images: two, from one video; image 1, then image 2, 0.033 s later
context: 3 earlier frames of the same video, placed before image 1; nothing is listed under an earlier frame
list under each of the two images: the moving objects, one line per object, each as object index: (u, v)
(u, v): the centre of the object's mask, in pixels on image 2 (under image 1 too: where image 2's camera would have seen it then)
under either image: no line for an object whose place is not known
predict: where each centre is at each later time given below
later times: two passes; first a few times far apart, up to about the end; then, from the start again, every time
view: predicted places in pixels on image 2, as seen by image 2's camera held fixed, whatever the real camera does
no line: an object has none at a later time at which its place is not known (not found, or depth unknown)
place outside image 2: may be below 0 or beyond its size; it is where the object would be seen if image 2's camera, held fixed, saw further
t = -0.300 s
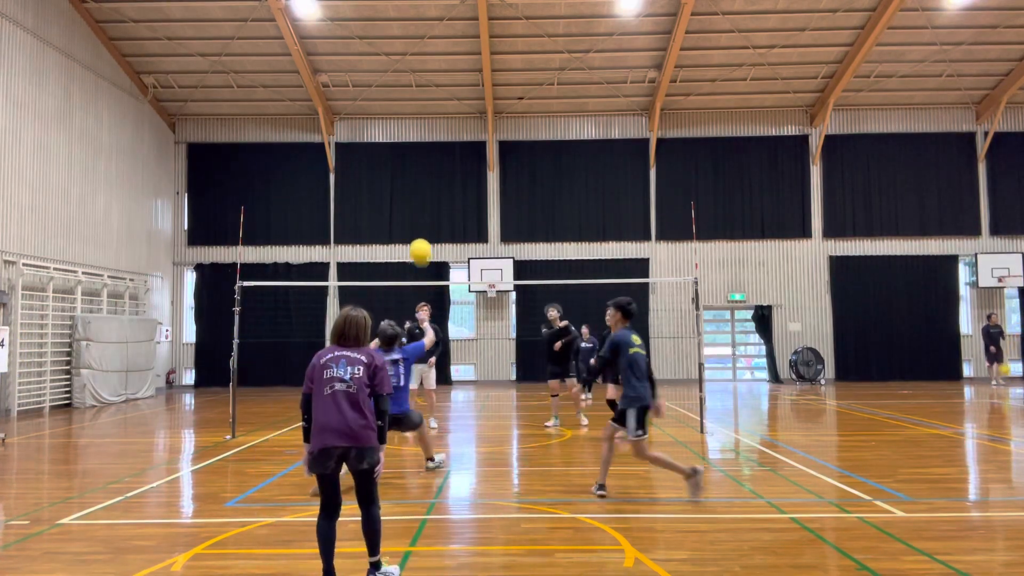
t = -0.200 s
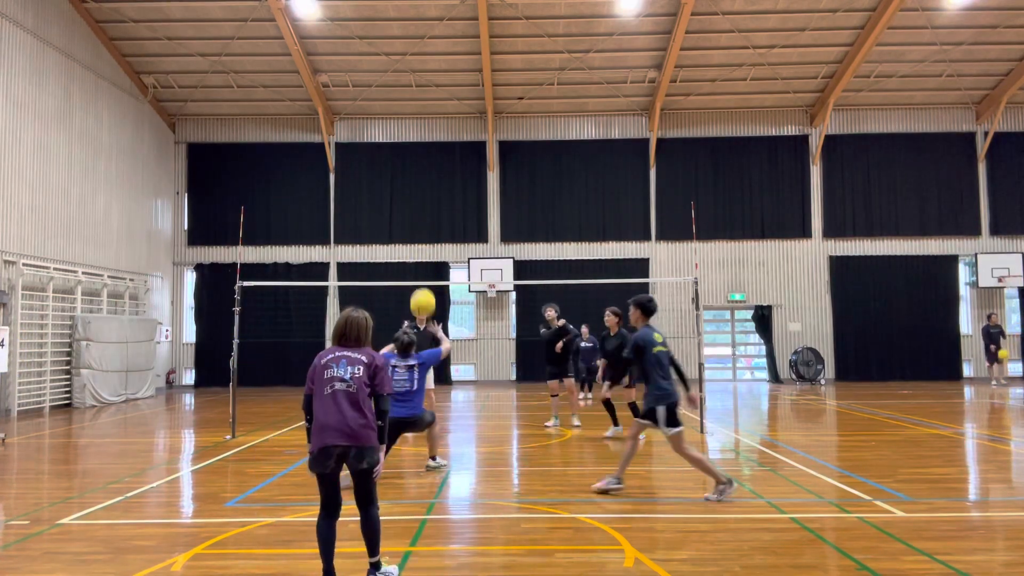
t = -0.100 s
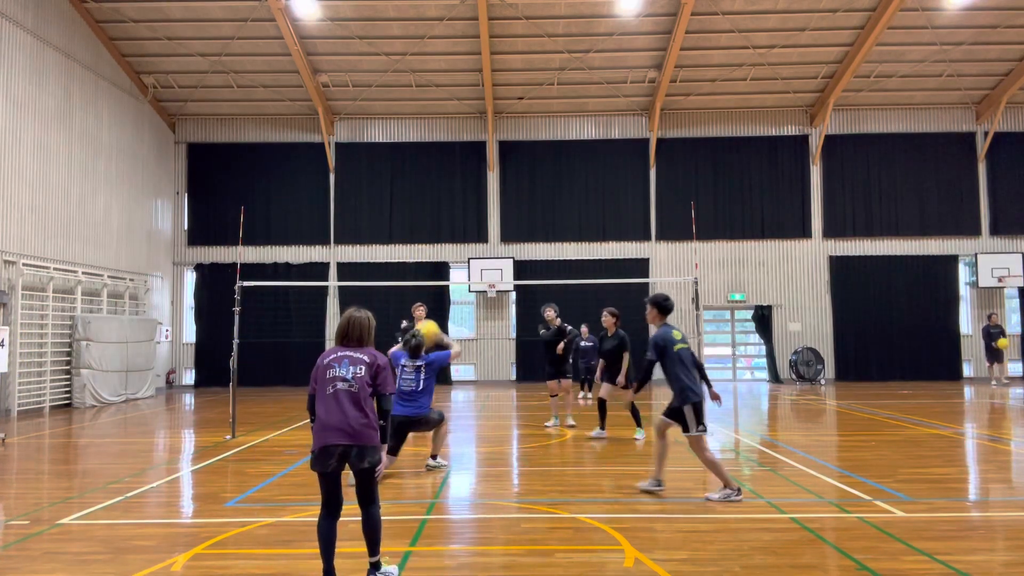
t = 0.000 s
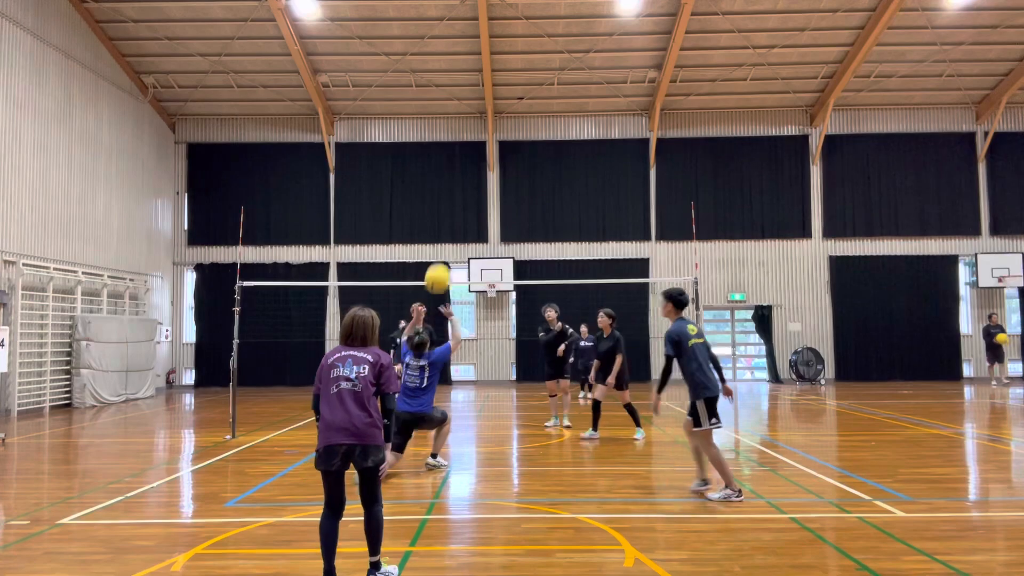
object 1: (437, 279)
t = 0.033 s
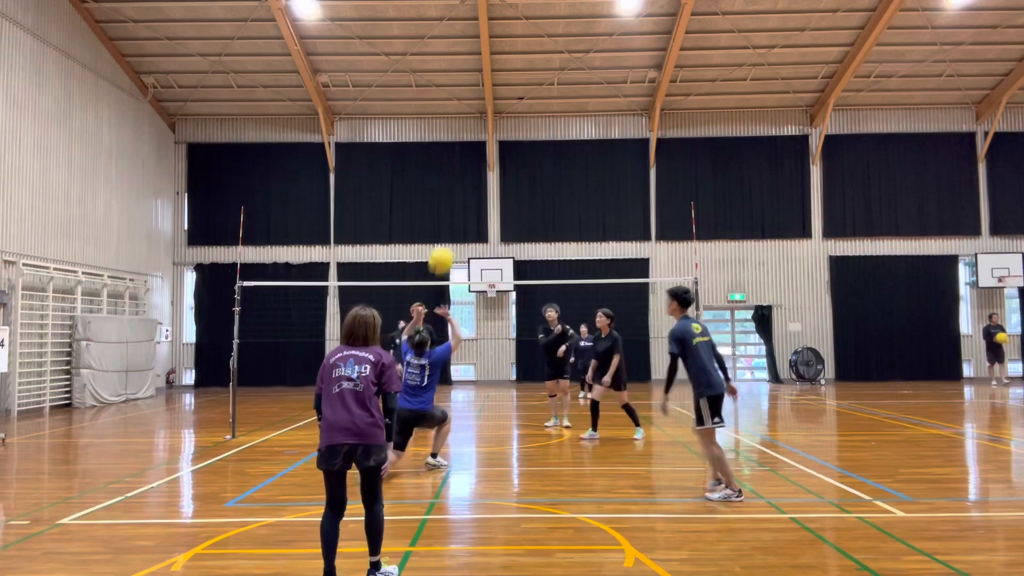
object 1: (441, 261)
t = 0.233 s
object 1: (461, 178)
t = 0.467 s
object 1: (483, 137)
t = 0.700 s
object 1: (502, 145)
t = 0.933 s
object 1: (520, 195)
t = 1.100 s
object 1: (530, 252)
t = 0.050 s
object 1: (443, 251)
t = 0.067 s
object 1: (445, 242)
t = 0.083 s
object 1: (447, 234)
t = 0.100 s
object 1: (448, 228)
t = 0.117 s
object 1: (450, 220)
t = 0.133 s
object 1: (452, 214)
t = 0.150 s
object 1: (453, 207)
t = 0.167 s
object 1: (455, 201)
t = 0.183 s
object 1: (457, 194)
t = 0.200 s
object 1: (458, 189)
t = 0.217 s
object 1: (460, 183)
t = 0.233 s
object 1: (461, 178)
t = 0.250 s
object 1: (463, 174)
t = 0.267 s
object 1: (464, 169)
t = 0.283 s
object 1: (466, 165)
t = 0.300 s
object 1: (468, 161)
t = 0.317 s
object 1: (469, 157)
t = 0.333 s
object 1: (471, 154)
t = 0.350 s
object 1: (472, 151)
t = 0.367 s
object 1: (474, 149)
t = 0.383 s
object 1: (475, 146)
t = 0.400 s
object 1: (477, 144)
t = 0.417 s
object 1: (478, 142)
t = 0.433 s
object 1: (480, 140)
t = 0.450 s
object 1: (481, 139)
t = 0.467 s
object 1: (483, 137)
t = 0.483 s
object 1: (484, 137)
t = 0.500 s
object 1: (486, 136)
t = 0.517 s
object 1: (487, 135)
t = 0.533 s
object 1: (489, 135)
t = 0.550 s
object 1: (490, 135)
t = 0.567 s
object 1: (492, 136)
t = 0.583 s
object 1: (493, 136)
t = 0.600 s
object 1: (494, 137)
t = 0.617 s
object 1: (496, 138)
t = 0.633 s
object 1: (497, 139)
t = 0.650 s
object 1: (498, 140)
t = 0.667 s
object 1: (500, 142)
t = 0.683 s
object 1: (501, 144)
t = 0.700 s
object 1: (502, 145)
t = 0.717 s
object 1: (504, 148)
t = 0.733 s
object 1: (505, 150)
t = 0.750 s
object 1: (506, 153)
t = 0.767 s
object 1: (507, 156)
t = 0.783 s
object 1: (509, 159)
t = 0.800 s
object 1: (510, 162)
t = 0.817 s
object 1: (511, 165)
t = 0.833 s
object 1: (513, 169)
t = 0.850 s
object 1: (514, 173)
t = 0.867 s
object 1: (515, 177)
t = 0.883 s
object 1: (516, 181)
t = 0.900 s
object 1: (517, 185)
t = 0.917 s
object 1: (519, 190)
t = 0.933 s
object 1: (520, 195)
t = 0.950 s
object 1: (521, 200)
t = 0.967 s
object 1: (522, 205)
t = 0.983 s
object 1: (523, 210)
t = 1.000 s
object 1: (524, 216)
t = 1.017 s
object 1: (525, 221)
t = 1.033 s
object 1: (526, 227)
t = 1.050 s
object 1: (527, 232)
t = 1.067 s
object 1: (528, 238)
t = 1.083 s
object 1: (529, 244)
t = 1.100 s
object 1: (530, 252)
